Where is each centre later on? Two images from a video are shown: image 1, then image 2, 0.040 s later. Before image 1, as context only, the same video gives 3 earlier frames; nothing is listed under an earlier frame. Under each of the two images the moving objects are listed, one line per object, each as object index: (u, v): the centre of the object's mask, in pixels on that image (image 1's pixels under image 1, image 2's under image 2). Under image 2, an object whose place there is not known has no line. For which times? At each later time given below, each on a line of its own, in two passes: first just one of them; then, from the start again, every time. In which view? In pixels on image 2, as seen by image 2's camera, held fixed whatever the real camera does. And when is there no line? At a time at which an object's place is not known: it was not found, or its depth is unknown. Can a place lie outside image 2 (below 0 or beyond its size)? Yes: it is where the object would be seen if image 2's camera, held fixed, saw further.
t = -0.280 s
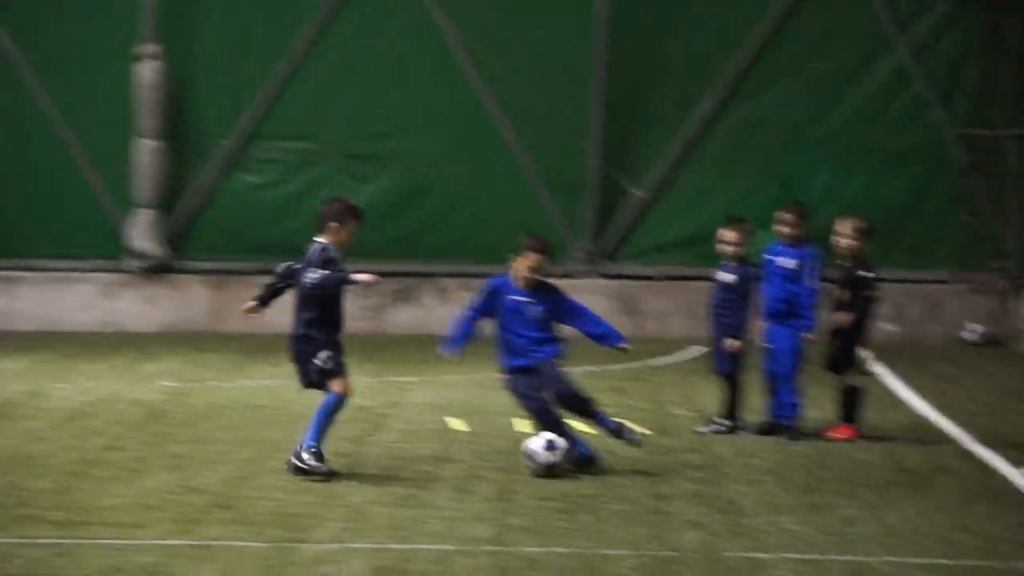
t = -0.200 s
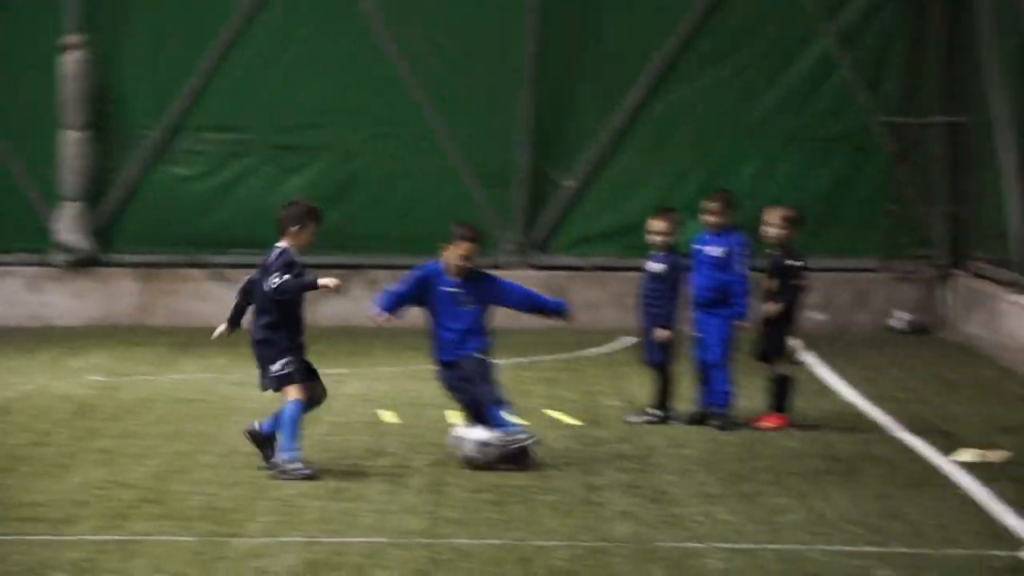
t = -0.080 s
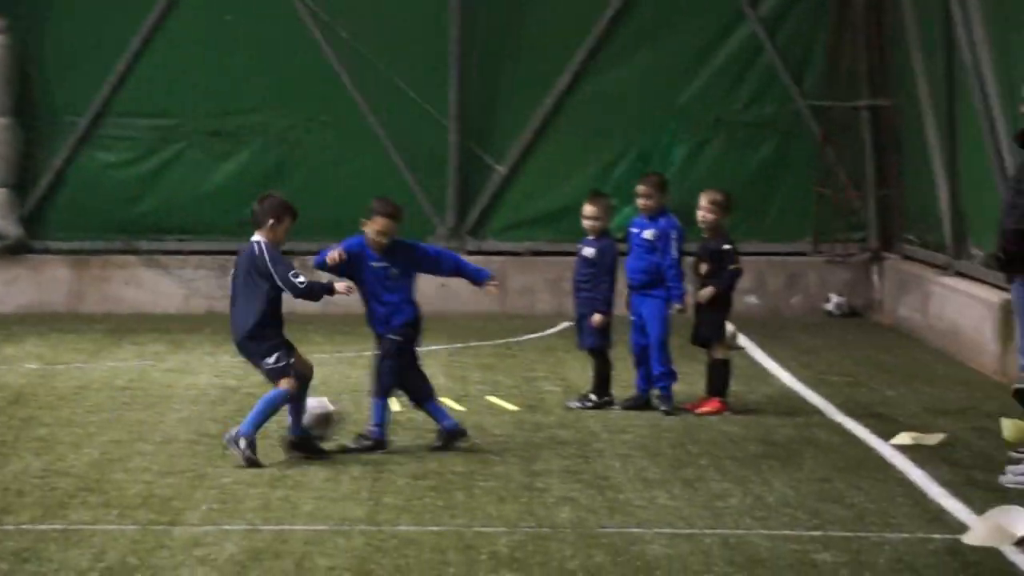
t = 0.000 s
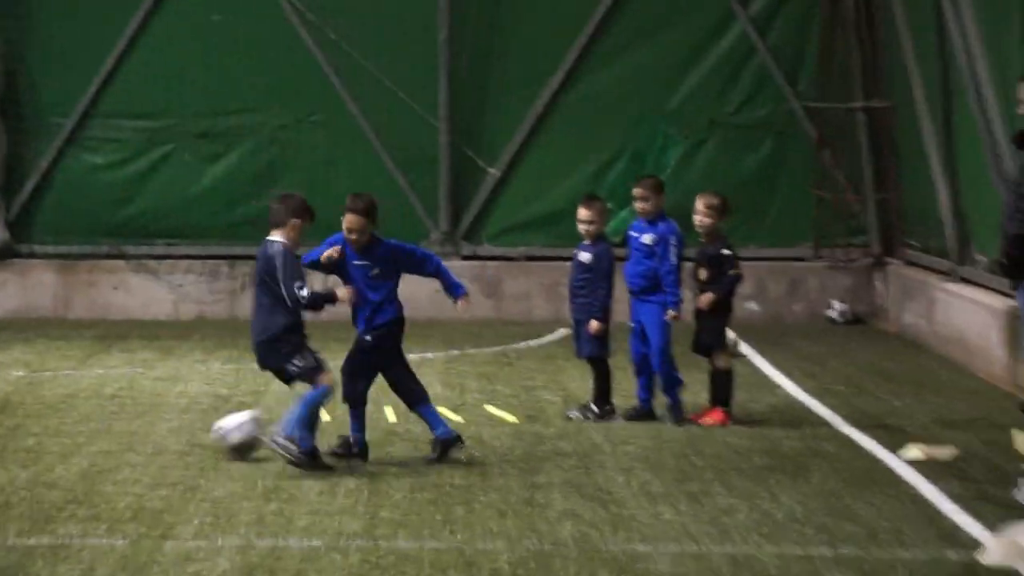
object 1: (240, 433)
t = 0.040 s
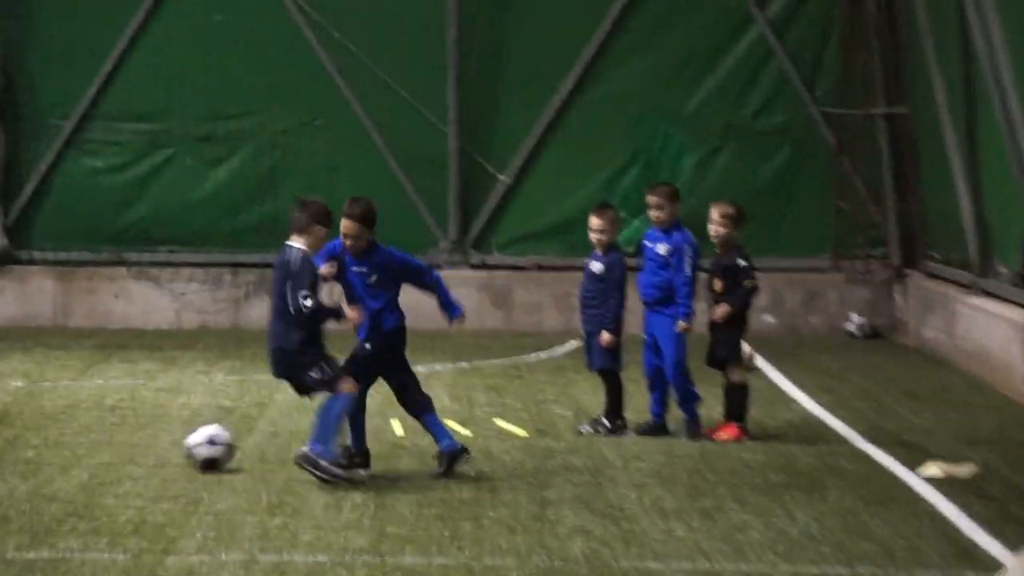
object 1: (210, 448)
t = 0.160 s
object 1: (126, 444)
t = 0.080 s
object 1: (181, 443)
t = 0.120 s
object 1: (153, 442)
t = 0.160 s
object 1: (126, 444)
